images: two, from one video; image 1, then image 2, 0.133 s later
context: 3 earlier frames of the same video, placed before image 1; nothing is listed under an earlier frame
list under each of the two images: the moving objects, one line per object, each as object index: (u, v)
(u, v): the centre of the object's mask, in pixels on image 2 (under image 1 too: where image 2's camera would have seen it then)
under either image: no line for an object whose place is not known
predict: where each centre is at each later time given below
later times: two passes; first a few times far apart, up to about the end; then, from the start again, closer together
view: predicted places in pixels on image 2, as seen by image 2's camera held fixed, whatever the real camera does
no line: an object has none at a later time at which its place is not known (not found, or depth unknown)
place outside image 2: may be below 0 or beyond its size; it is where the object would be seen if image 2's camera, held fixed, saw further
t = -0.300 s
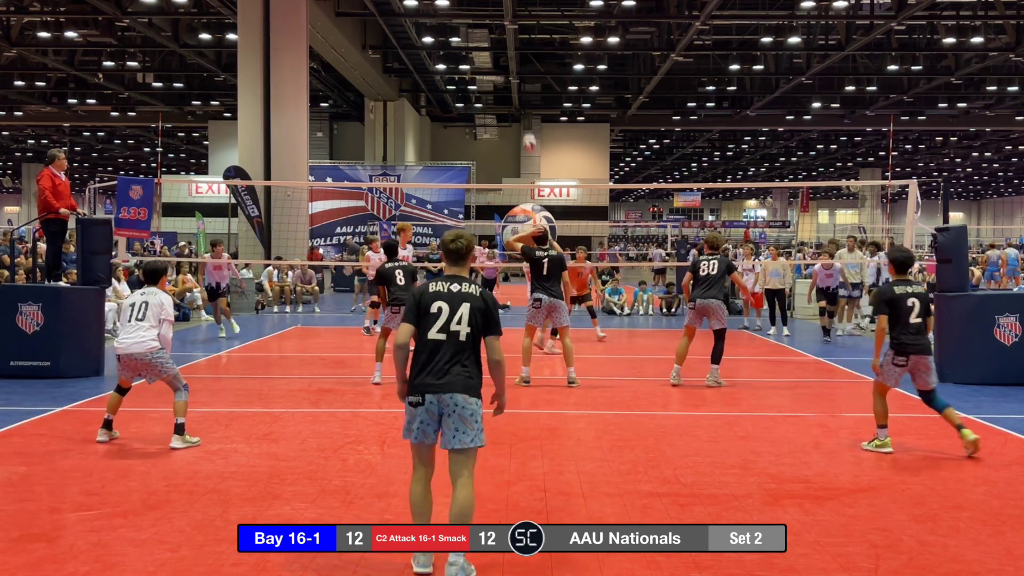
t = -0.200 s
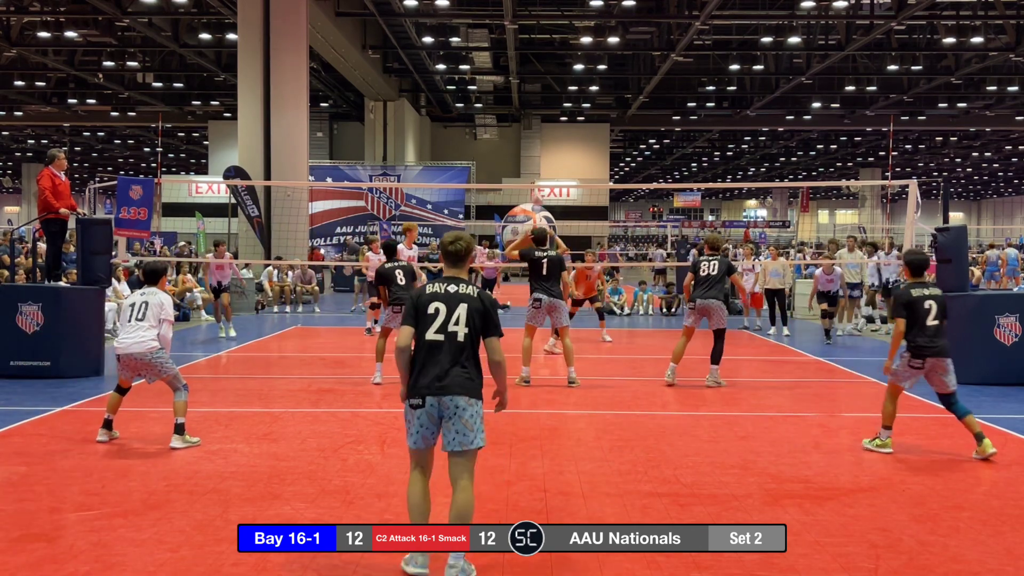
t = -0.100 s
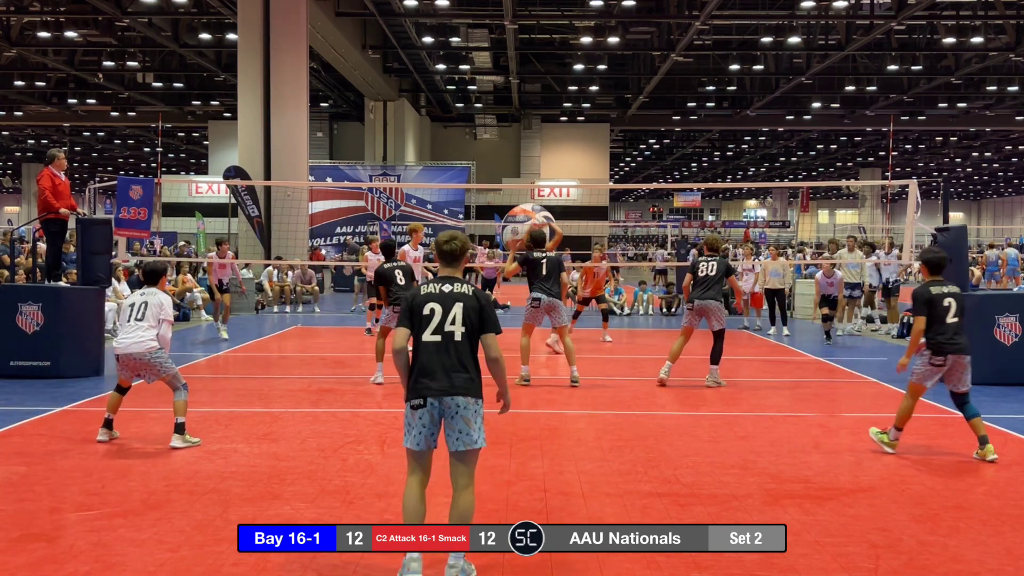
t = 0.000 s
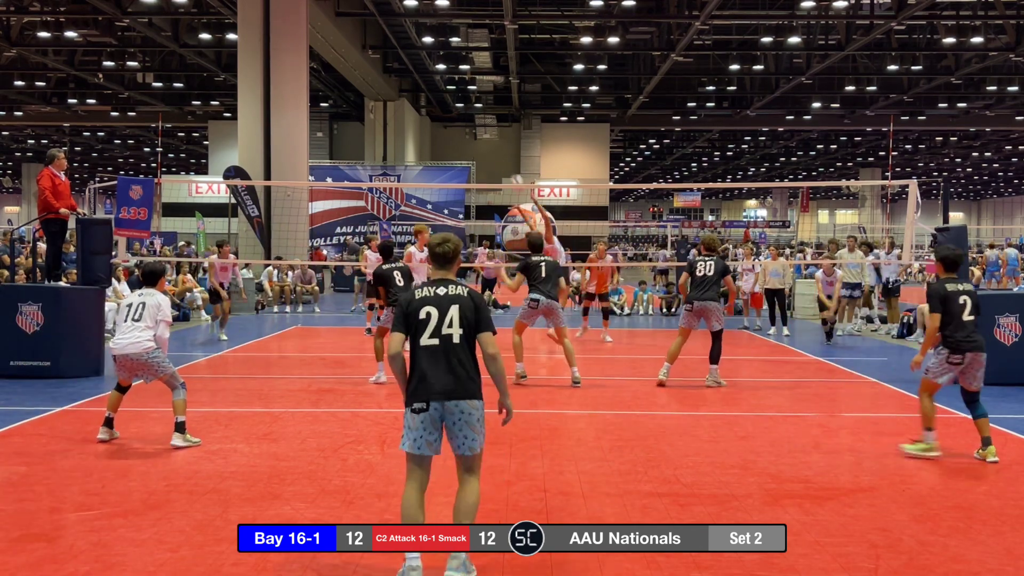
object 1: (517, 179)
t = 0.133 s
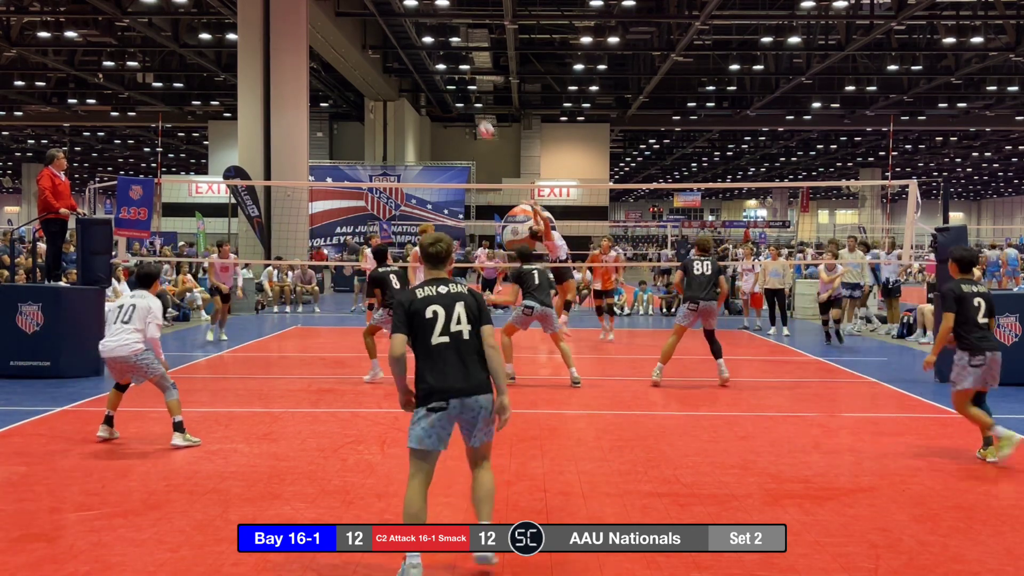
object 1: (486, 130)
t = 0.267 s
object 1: (455, 89)
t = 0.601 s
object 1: (375, 36)
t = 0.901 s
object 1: (302, 55)
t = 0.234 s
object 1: (463, 98)
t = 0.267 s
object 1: (455, 89)
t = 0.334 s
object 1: (439, 72)
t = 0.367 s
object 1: (431, 65)
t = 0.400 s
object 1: (424, 59)
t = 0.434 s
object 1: (416, 53)
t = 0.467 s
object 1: (408, 49)
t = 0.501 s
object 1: (400, 44)
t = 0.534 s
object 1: (392, 41)
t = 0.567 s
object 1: (384, 38)
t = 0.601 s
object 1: (375, 36)
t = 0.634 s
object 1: (367, 35)
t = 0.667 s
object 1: (359, 35)
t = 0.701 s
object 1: (351, 35)
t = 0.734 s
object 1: (343, 37)
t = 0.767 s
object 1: (335, 39)
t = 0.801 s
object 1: (326, 42)
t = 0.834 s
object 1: (318, 45)
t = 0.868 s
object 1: (310, 50)
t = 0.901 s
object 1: (302, 55)
